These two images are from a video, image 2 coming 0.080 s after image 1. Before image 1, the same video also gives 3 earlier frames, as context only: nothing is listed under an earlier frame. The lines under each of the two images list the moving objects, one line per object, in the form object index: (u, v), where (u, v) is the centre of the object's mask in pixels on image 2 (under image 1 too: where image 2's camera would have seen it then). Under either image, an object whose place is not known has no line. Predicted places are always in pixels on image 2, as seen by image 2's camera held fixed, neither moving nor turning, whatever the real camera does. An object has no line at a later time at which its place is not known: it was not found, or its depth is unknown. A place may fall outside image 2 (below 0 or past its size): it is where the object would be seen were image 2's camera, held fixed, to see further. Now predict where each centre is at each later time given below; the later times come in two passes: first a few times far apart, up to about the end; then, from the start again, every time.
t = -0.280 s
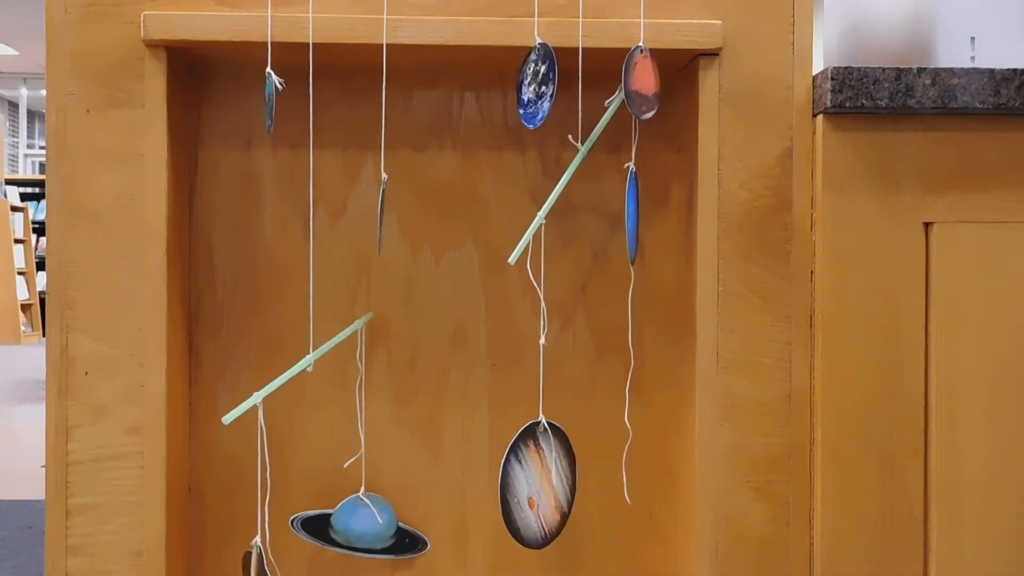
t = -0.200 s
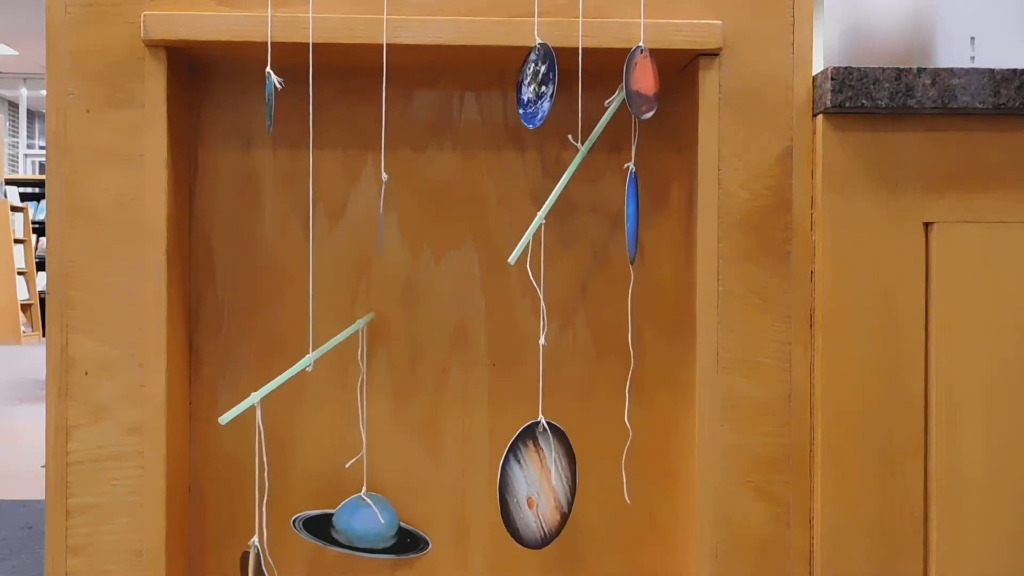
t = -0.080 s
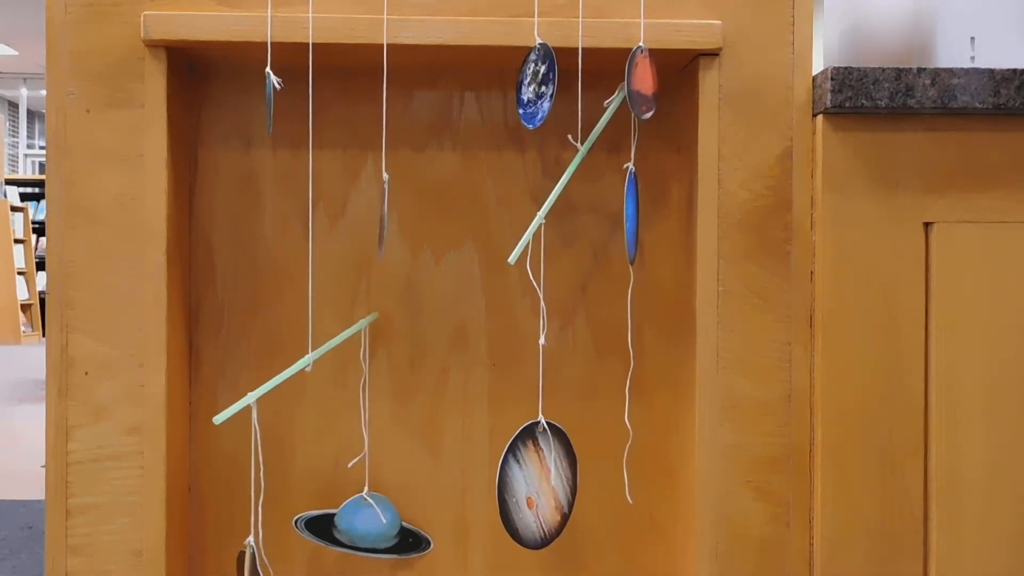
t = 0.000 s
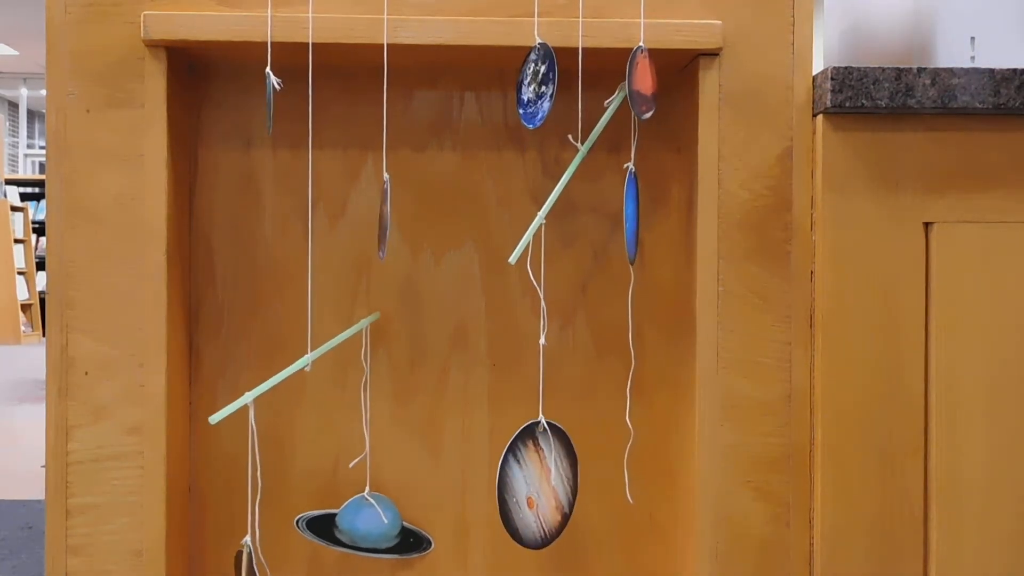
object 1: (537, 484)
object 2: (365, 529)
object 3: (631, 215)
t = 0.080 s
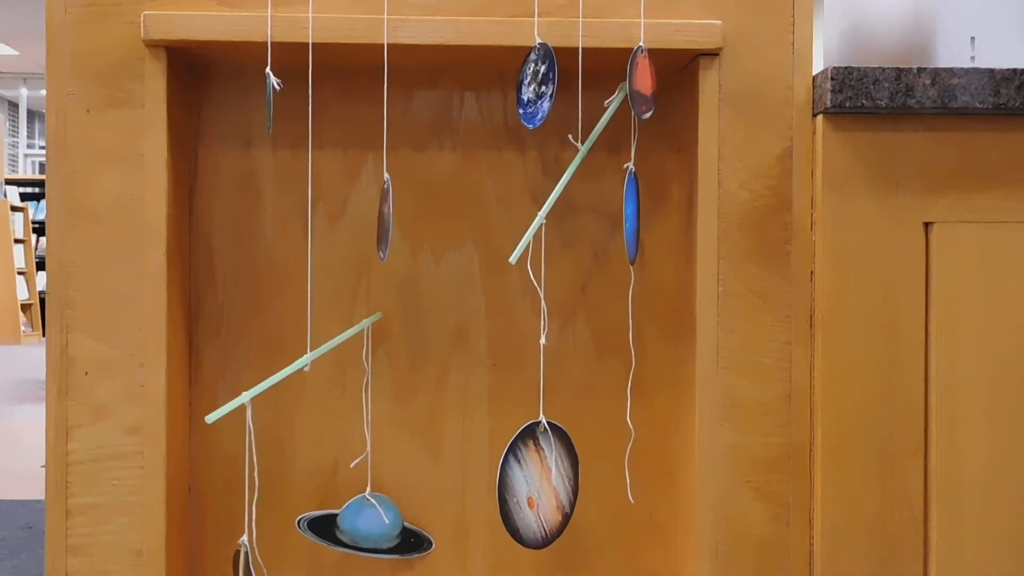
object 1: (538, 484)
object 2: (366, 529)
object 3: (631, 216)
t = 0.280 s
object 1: (540, 484)
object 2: (369, 531)
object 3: (632, 215)
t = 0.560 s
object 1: (542, 484)
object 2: (376, 533)
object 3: (632, 215)
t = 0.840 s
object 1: (539, 484)
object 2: (384, 534)
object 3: (634, 215)
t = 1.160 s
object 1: (534, 482)
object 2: (392, 535)
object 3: (639, 216)
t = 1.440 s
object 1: (532, 482)
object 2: (396, 534)
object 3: (642, 216)
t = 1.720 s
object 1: (533, 481)
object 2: (396, 535)
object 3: (643, 214)
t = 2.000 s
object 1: (534, 480)
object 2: (396, 537)
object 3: (645, 214)
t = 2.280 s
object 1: (530, 479)
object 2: (399, 538)
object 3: (647, 215)
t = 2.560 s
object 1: (529, 479)
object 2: (401, 538)
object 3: (646, 215)
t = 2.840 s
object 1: (529, 479)
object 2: (402, 538)
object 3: (646, 215)
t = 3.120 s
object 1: (530, 480)
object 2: (402, 538)
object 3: (647, 215)
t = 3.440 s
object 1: (530, 480)
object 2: (400, 539)
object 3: (645, 215)
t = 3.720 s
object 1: (530, 481)
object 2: (398, 539)
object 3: (644, 215)
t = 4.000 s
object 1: (532, 481)
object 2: (397, 539)
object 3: (645, 215)
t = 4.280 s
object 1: (532, 481)
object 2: (398, 538)
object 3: (646, 215)
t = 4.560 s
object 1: (531, 480)
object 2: (397, 536)
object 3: (645, 215)
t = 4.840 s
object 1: (530, 480)
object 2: (393, 535)
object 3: (645, 215)
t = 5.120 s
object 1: (531, 480)
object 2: (389, 534)
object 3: (647, 215)
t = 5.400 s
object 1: (532, 480)
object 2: (386, 534)
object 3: (647, 214)
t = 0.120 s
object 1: (538, 484)
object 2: (367, 530)
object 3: (631, 216)
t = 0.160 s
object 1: (539, 484)
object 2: (367, 530)
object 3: (631, 216)
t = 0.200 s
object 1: (539, 484)
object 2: (368, 530)
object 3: (632, 215)
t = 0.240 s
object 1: (540, 484)
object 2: (368, 530)
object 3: (632, 215)
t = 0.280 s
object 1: (540, 484)
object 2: (369, 531)
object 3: (632, 215)
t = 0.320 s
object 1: (541, 484)
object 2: (370, 531)
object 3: (632, 215)
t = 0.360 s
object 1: (541, 484)
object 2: (370, 531)
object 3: (632, 215)
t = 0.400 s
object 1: (542, 484)
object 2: (371, 532)
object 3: (632, 215)
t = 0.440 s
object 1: (542, 484)
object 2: (372, 532)
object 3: (632, 215)
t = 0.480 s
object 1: (542, 484)
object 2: (373, 532)
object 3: (632, 215)
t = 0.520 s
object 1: (542, 484)
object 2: (374, 532)
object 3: (632, 215)
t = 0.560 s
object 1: (542, 484)
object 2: (376, 533)
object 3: (632, 215)
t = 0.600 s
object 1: (542, 484)
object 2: (377, 533)
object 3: (632, 215)
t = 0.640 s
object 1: (542, 484)
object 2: (378, 533)
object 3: (632, 215)
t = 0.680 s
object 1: (541, 484)
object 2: (379, 533)
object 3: (632, 215)
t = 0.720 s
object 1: (541, 484)
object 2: (381, 533)
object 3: (633, 215)
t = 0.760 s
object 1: (540, 484)
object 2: (382, 533)
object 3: (633, 215)
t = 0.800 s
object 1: (540, 484)
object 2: (383, 534)
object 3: (633, 215)
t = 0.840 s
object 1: (539, 484)
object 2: (384, 534)
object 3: (634, 215)
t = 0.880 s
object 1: (538, 483)
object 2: (385, 534)
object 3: (634, 215)
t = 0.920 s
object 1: (538, 483)
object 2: (386, 534)
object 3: (635, 215)
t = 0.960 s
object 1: (537, 483)
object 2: (388, 534)
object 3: (635, 215)
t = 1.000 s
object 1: (536, 483)
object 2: (389, 534)
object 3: (636, 216)
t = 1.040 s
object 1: (536, 483)
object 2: (389, 535)
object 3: (637, 216)
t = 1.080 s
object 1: (535, 483)
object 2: (390, 535)
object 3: (637, 216)
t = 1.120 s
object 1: (534, 482)
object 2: (391, 535)
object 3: (638, 216)
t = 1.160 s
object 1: (534, 482)
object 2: (392, 535)
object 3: (639, 216)
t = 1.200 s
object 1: (533, 482)
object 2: (393, 534)
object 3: (639, 216)
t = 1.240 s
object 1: (533, 482)
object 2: (393, 534)
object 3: (640, 216)
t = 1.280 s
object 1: (533, 482)
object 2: (394, 534)
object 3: (640, 216)
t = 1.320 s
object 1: (532, 482)
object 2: (394, 534)
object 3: (641, 216)
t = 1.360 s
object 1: (532, 482)
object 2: (395, 534)
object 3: (641, 216)
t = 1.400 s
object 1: (532, 482)
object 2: (395, 534)
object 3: (642, 216)
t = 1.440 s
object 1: (532, 482)
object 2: (396, 534)
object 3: (642, 216)
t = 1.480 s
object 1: (532, 482)
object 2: (396, 534)
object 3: (642, 216)
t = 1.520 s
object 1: (533, 482)
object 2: (396, 534)
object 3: (642, 215)
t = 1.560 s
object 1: (533, 482)
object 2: (396, 534)
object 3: (642, 215)
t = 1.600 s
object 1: (533, 482)
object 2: (396, 534)
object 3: (642, 215)
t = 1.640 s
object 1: (533, 482)
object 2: (396, 535)
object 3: (643, 215)
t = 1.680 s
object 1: (533, 482)
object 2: (396, 535)
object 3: (643, 215)
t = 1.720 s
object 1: (533, 481)
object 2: (396, 535)
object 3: (643, 214)
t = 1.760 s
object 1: (534, 481)
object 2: (396, 535)
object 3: (643, 214)
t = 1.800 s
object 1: (534, 481)
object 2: (396, 536)
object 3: (644, 214)
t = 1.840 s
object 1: (534, 481)
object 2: (396, 536)
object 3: (644, 214)
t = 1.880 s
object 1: (534, 481)
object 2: (396, 536)
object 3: (644, 214)
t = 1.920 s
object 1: (534, 481)
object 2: (396, 536)
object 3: (644, 214)
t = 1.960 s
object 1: (534, 481)
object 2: (396, 537)
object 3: (645, 214)
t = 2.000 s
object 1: (534, 480)
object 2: (396, 537)
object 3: (645, 214)
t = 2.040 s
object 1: (533, 480)
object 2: (397, 537)
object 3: (645, 214)
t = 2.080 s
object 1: (533, 479)
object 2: (397, 537)
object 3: (646, 215)
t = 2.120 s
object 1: (533, 479)
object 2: (397, 537)
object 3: (646, 215)
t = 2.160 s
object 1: (532, 480)
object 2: (398, 538)
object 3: (646, 215)
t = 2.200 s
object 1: (531, 480)
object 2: (398, 538)
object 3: (646, 215)
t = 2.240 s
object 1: (531, 480)
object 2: (399, 538)
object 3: (647, 215)
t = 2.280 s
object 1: (530, 479)
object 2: (399, 538)
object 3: (647, 215)
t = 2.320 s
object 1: (530, 479)
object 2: (399, 538)
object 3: (647, 215)
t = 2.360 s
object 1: (530, 479)
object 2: (400, 538)
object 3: (647, 215)
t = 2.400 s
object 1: (529, 479)
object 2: (400, 538)
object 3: (647, 215)
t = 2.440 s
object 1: (529, 479)
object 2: (400, 538)
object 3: (646, 215)
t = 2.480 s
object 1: (529, 479)
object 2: (401, 538)
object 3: (646, 215)
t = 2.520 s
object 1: (529, 479)
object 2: (401, 538)
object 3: (646, 215)
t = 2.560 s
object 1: (529, 479)
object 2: (401, 538)
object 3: (646, 215)
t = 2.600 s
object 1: (529, 479)
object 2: (401, 538)
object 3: (646, 215)
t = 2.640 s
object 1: (529, 479)
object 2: (401, 538)
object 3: (646, 215)
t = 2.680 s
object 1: (529, 479)
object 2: (401, 538)
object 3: (646, 215)
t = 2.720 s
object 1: (529, 479)
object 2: (402, 538)
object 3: (646, 215)
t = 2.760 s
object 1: (529, 479)
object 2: (402, 538)
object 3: (646, 215)
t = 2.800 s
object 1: (529, 479)
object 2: (402, 538)
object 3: (646, 215)
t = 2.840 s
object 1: (529, 479)
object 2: (402, 538)
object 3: (646, 215)
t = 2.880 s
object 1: (530, 479)
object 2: (402, 538)
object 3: (646, 215)
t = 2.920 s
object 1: (530, 480)
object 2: (402, 538)
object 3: (646, 215)
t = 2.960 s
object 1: (530, 480)
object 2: (402, 538)
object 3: (646, 215)
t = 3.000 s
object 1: (530, 480)
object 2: (402, 538)
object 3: (647, 215)
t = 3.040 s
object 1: (530, 480)
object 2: (402, 538)
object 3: (647, 215)
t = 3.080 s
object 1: (530, 479)
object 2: (402, 538)
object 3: (647, 215)
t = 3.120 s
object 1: (530, 480)
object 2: (402, 538)
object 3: (647, 215)
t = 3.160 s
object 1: (530, 480)
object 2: (402, 538)
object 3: (646, 215)
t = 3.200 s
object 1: (530, 481)
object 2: (402, 538)
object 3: (646, 215)
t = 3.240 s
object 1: (530, 481)
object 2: (401, 538)
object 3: (646, 215)
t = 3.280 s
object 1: (529, 482)
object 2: (401, 538)
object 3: (646, 215)
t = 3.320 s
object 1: (530, 480)
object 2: (401, 538)
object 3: (646, 215)
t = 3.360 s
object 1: (530, 480)
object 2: (401, 539)
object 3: (646, 215)
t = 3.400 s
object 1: (530, 480)
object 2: (400, 539)
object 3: (645, 215)
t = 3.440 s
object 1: (530, 480)
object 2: (400, 539)
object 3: (645, 215)
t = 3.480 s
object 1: (530, 480)
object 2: (399, 539)
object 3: (645, 215)
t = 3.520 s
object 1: (530, 481)
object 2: (399, 539)
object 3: (645, 215)
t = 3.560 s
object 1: (530, 481)
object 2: (399, 539)
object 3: (644, 215)
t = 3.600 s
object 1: (530, 481)
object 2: (399, 539)
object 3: (644, 215)
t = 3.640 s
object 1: (530, 481)
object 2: (398, 539)
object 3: (644, 215)
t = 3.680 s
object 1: (530, 481)
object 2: (398, 539)
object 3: (644, 215)
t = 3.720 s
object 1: (530, 481)
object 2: (398, 539)
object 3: (644, 215)
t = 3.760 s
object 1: (530, 481)
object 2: (398, 538)
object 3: (644, 215)
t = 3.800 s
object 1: (531, 481)
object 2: (398, 538)
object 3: (644, 215)
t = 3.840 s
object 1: (531, 481)
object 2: (398, 538)
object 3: (644, 215)
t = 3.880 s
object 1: (531, 481)
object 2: (398, 538)
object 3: (645, 215)
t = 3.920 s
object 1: (531, 481)
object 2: (398, 538)
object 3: (645, 215)
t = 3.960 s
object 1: (531, 481)
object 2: (397, 539)
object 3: (645, 215)
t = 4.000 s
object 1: (532, 481)
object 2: (397, 539)
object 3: (645, 215)
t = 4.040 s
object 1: (532, 481)
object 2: (397, 539)
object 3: (645, 215)
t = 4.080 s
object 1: (532, 481)
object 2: (397, 538)
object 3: (645, 215)
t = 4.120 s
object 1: (532, 481)
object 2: (397, 538)
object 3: (646, 215)
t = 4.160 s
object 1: (532, 481)
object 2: (397, 538)
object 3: (646, 215)
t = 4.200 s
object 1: (532, 481)
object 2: (397, 538)
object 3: (646, 215)
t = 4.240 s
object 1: (532, 481)
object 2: (397, 538)
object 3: (646, 215)
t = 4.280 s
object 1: (532, 481)
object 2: (398, 538)
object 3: (646, 215)
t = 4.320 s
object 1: (532, 481)
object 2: (398, 537)
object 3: (646, 215)
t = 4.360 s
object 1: (532, 481)
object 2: (398, 537)
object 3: (646, 215)
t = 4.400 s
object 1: (532, 481)
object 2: (398, 537)
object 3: (646, 214)
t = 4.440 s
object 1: (531, 481)
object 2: (398, 537)
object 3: (646, 214)
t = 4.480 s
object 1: (531, 481)
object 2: (398, 536)
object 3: (645, 215)
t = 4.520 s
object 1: (531, 480)
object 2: (397, 536)
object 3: (645, 214)
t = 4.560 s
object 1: (531, 480)
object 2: (397, 536)
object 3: (645, 215)
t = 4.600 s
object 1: (531, 480)
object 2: (397, 536)
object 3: (645, 215)
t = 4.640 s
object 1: (531, 480)
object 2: (396, 536)
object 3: (645, 215)
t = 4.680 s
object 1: (530, 480)
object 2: (396, 536)
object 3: (645, 215)
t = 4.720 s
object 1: (530, 480)
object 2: (395, 536)
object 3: (645, 215)
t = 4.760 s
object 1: (530, 480)
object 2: (395, 535)
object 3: (645, 215)
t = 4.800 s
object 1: (530, 480)
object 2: (394, 535)
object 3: (645, 214)
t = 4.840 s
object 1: (530, 480)
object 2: (393, 535)
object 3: (645, 215)
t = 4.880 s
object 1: (530, 480)
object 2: (392, 535)
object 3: (645, 215)
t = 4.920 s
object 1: (530, 480)
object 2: (392, 535)
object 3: (646, 215)
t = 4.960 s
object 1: (530, 480)
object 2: (391, 535)
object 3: (646, 215)
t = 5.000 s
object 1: (530, 480)
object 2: (390, 535)
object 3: (646, 215)
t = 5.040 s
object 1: (530, 480)
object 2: (390, 535)
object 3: (646, 215)
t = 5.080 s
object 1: (530, 480)
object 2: (389, 535)
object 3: (646, 215)
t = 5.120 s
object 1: (531, 480)
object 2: (389, 534)
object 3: (647, 215)
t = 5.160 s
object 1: (531, 480)
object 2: (388, 534)
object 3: (647, 215)
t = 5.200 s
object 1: (531, 480)
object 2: (388, 534)
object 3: (647, 215)
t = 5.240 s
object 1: (531, 480)
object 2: (387, 534)
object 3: (647, 215)
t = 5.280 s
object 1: (531, 480)
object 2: (387, 534)
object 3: (647, 214)
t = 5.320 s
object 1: (532, 480)
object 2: (387, 534)
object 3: (647, 214)
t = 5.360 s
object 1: (532, 480)
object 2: (386, 534)
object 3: (647, 214)
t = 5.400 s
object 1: (532, 480)
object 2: (386, 534)
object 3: (647, 214)
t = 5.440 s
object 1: (532, 480)
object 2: (386, 534)
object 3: (647, 214)
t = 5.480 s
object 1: (532, 480)
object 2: (385, 534)
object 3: (647, 214)
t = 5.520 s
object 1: (532, 480)
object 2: (384, 535)
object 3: (646, 214)
